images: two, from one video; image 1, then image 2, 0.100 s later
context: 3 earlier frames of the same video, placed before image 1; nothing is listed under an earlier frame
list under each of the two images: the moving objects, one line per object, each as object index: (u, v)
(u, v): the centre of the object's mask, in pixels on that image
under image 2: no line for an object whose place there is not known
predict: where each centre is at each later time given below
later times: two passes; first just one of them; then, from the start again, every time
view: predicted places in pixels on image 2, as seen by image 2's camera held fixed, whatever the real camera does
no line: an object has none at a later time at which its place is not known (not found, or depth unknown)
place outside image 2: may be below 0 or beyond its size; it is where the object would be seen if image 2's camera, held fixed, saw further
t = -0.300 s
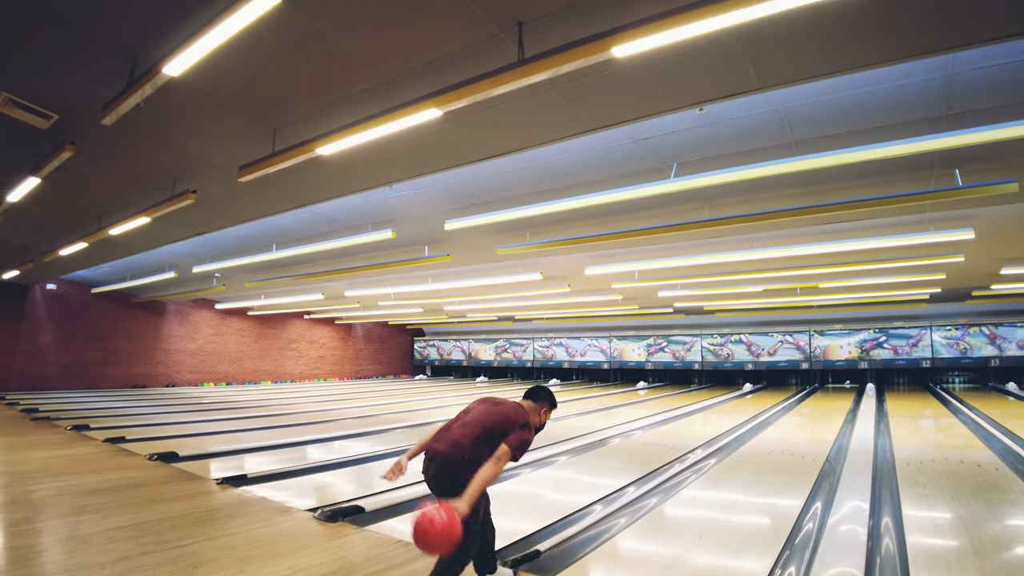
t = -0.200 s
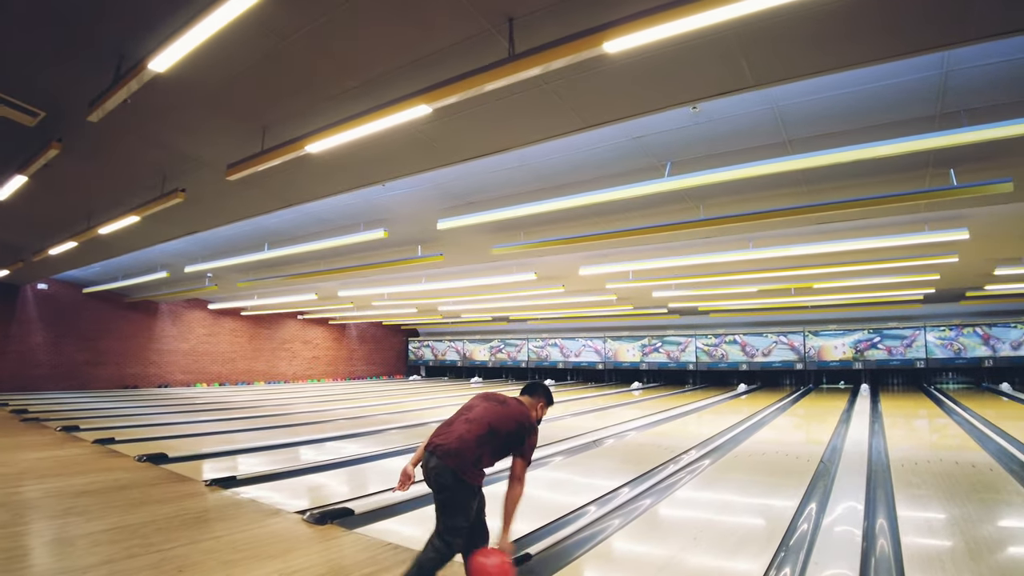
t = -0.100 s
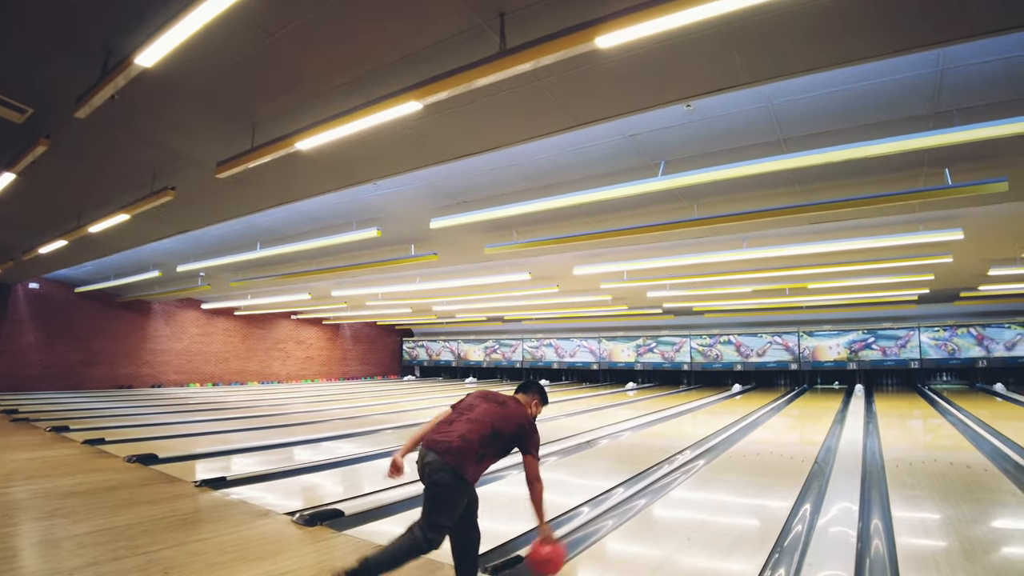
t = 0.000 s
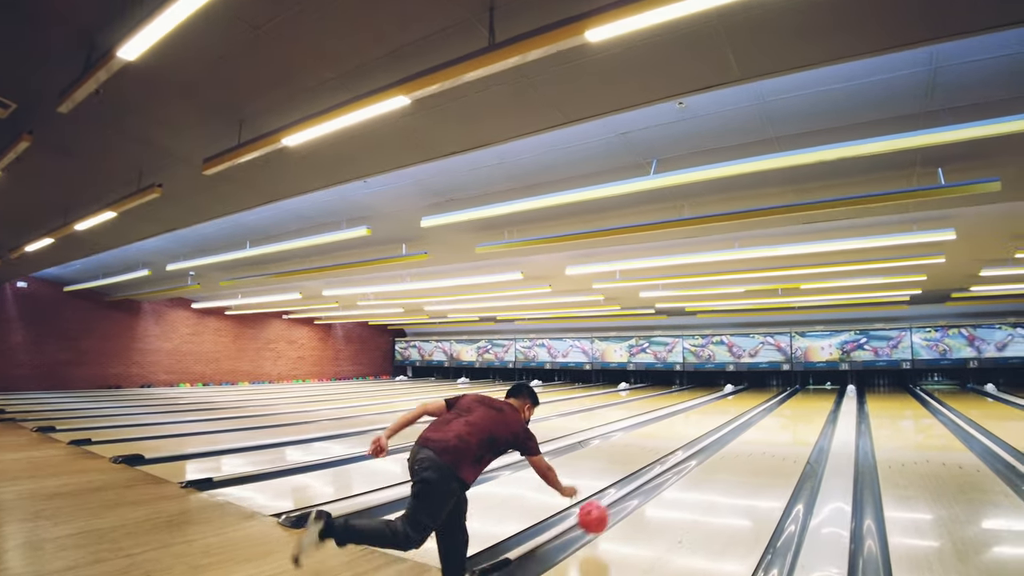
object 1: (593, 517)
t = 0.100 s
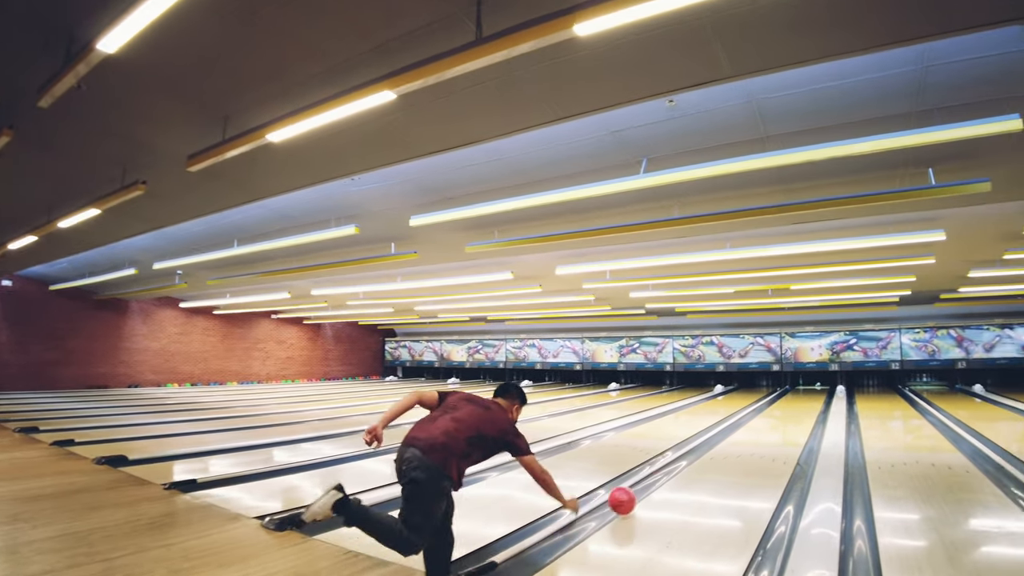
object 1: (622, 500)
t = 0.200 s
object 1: (651, 484)
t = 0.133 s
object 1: (633, 496)
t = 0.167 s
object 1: (642, 489)
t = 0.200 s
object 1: (651, 484)
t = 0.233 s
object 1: (659, 478)
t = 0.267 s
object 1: (667, 474)
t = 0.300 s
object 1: (673, 469)
